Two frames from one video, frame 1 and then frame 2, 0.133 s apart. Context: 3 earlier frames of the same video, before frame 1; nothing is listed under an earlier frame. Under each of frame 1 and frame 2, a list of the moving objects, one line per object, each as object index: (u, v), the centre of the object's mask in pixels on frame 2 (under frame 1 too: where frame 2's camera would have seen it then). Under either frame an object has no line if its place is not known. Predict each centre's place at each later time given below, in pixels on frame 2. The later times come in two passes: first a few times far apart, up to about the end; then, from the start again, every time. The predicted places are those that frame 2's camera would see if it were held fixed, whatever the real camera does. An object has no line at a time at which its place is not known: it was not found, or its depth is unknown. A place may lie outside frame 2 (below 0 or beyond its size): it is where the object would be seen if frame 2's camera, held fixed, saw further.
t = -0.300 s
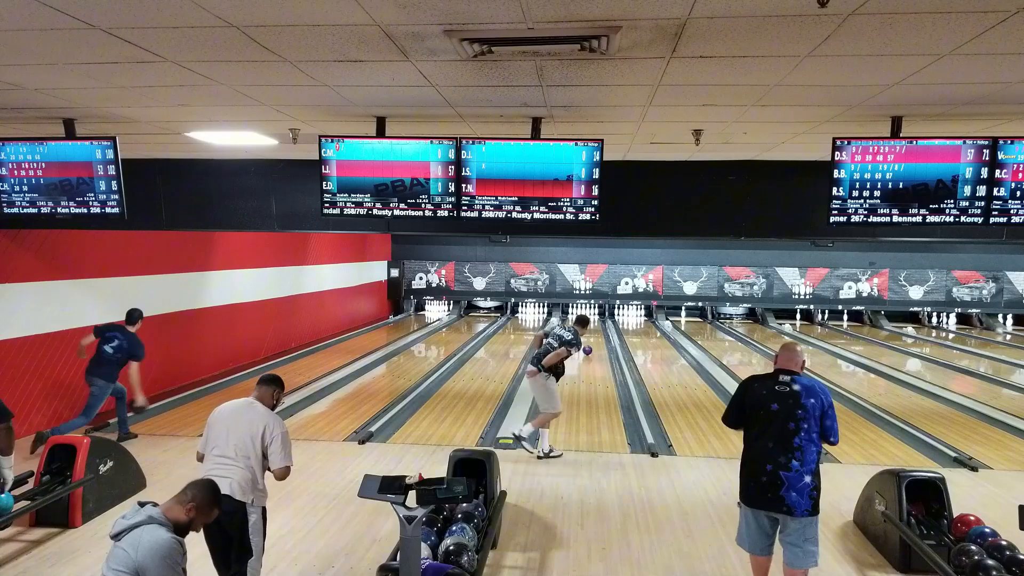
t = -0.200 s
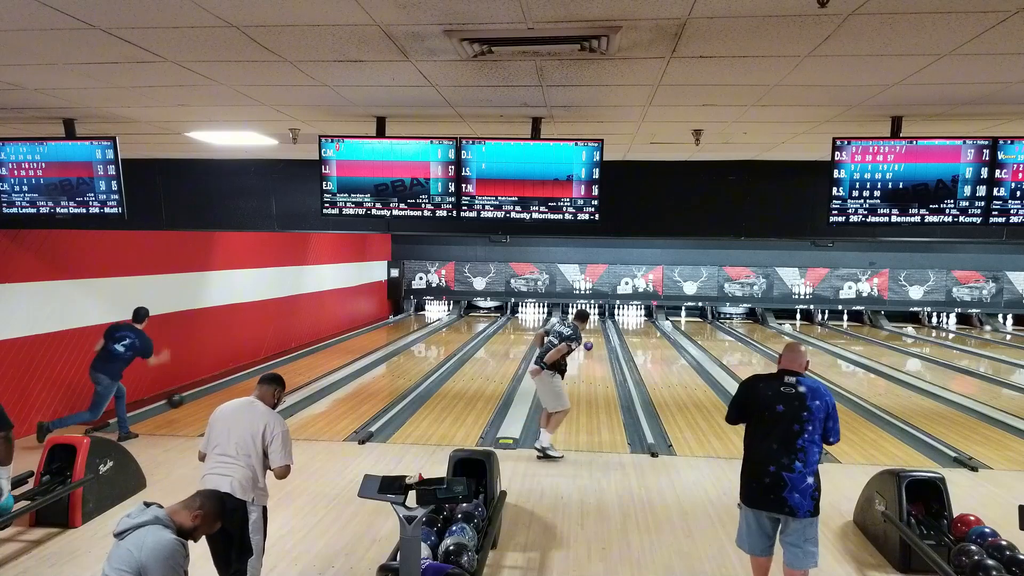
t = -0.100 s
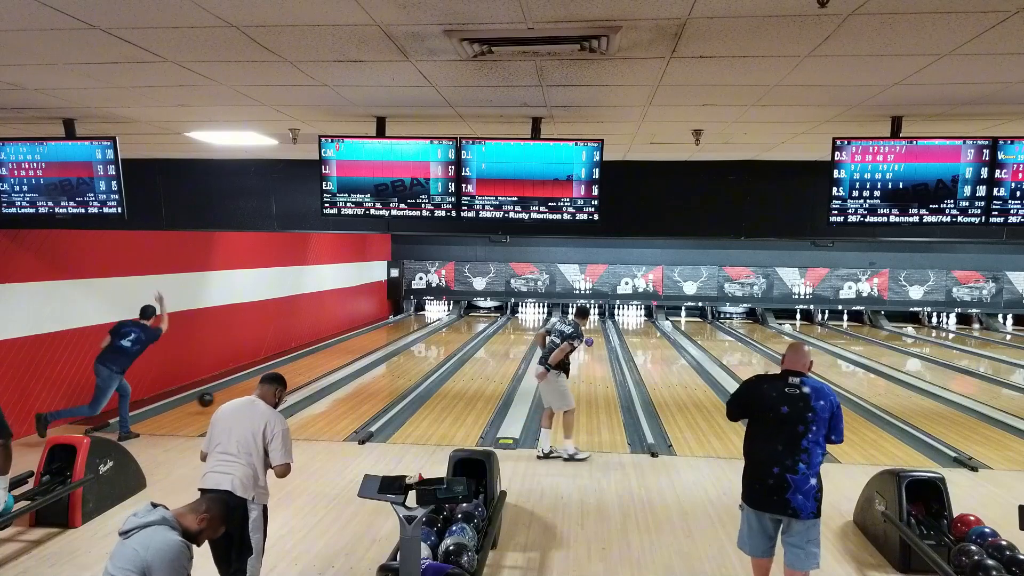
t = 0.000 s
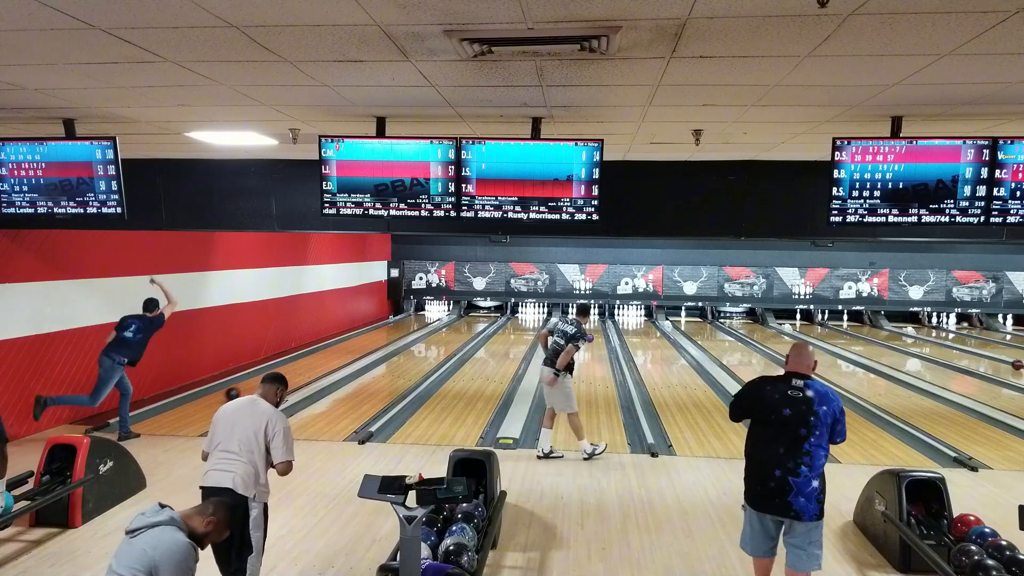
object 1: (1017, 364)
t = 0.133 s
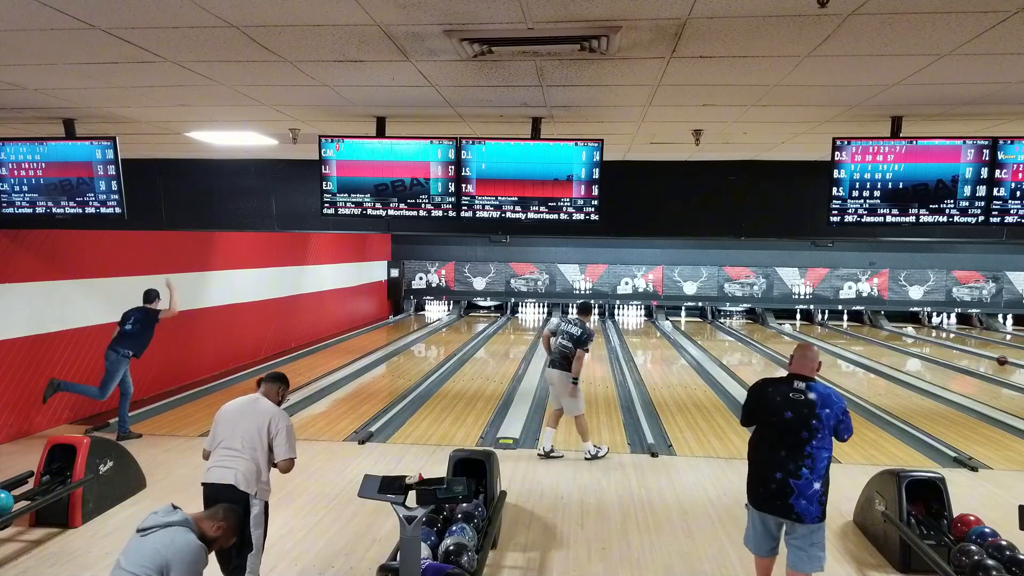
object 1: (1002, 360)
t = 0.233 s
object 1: (991, 357)
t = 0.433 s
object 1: (971, 352)
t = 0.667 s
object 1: (950, 346)
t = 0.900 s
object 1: (931, 341)
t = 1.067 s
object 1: (919, 338)
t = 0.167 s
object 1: (998, 359)
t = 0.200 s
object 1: (995, 358)
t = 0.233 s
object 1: (991, 357)
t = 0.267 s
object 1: (988, 356)
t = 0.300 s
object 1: (984, 355)
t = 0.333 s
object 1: (981, 354)
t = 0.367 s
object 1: (978, 354)
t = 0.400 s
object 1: (974, 353)
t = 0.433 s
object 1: (971, 352)
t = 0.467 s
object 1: (968, 351)
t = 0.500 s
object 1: (965, 350)
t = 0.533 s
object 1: (962, 349)
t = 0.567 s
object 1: (959, 348)
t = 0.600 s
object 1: (956, 348)
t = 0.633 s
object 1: (953, 347)
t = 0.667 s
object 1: (950, 346)
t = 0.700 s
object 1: (948, 345)
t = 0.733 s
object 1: (944, 345)
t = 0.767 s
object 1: (942, 344)
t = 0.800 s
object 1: (939, 343)
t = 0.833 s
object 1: (937, 343)
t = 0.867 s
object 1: (934, 342)
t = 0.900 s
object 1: (931, 341)
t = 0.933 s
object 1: (928, 341)
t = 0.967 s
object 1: (926, 340)
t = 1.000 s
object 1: (923, 339)
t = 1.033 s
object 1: (921, 339)
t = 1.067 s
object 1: (919, 338)
